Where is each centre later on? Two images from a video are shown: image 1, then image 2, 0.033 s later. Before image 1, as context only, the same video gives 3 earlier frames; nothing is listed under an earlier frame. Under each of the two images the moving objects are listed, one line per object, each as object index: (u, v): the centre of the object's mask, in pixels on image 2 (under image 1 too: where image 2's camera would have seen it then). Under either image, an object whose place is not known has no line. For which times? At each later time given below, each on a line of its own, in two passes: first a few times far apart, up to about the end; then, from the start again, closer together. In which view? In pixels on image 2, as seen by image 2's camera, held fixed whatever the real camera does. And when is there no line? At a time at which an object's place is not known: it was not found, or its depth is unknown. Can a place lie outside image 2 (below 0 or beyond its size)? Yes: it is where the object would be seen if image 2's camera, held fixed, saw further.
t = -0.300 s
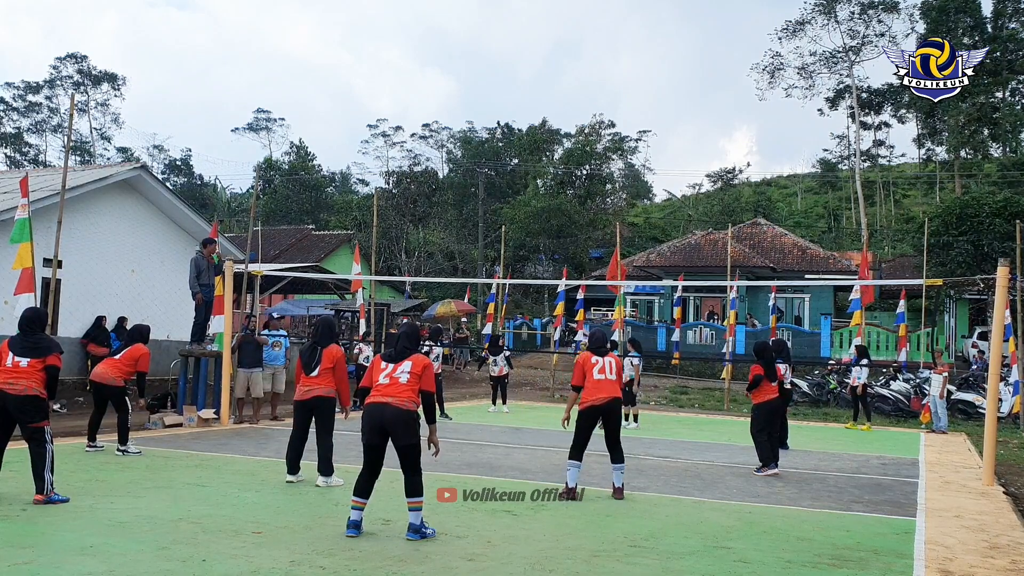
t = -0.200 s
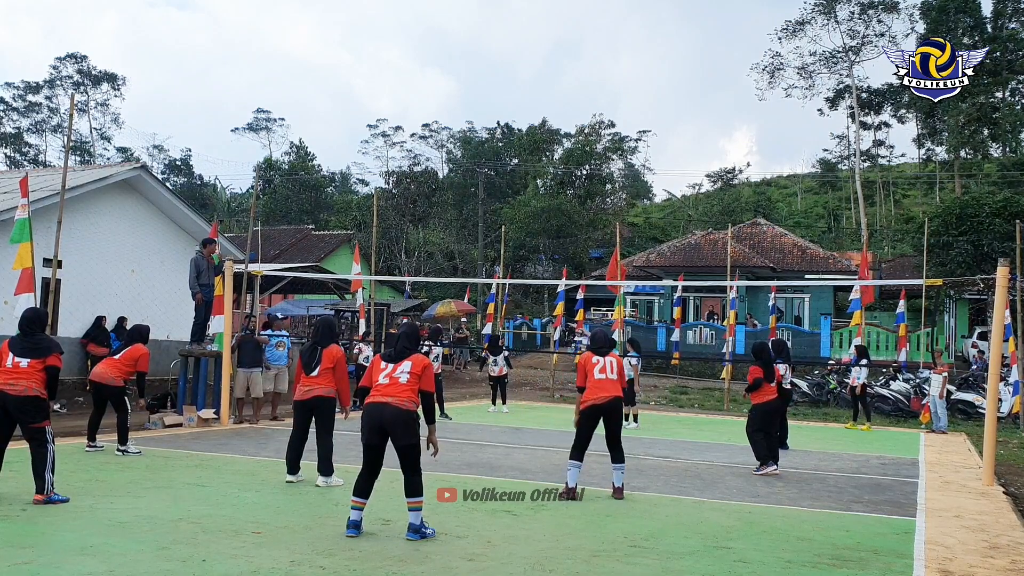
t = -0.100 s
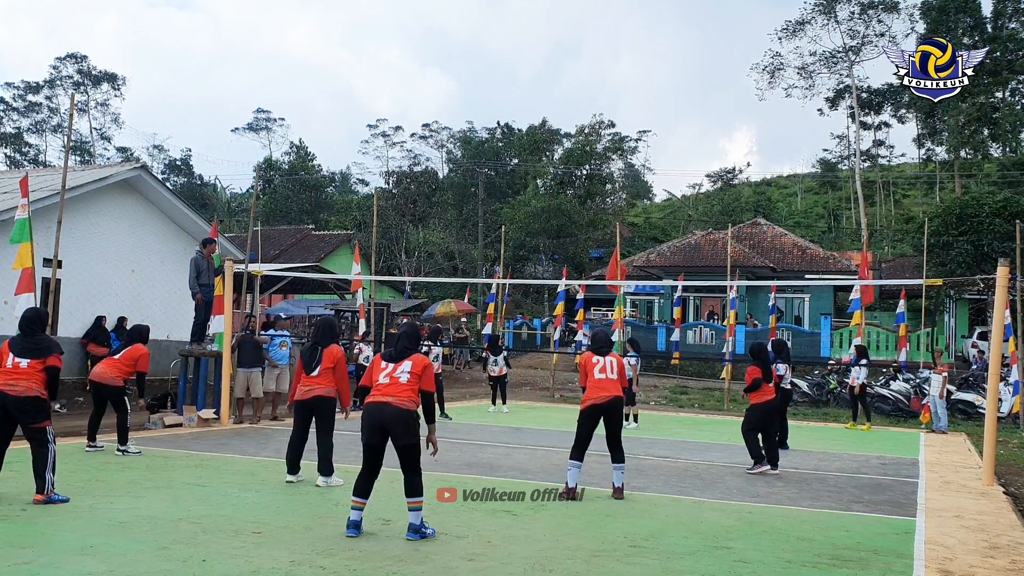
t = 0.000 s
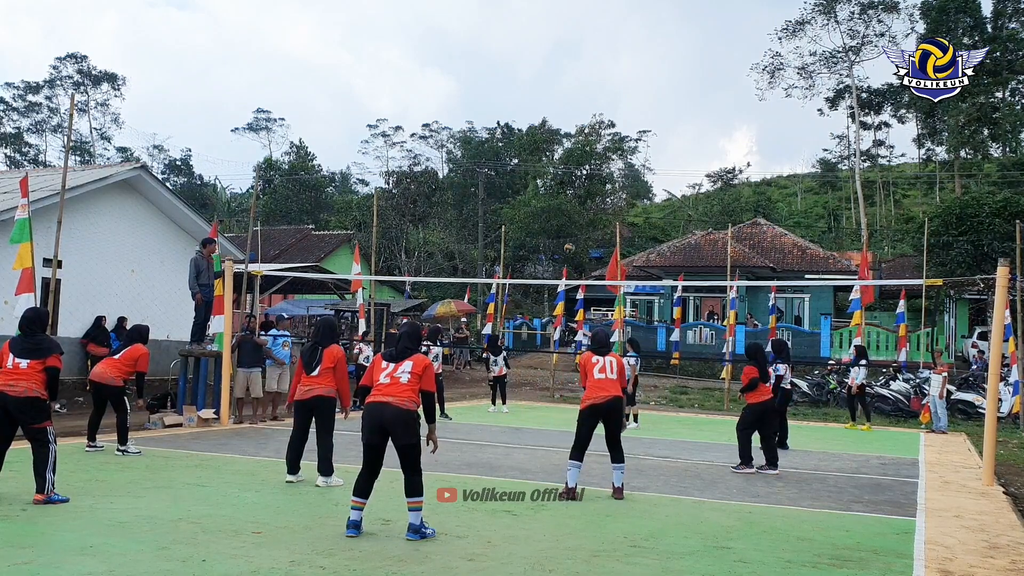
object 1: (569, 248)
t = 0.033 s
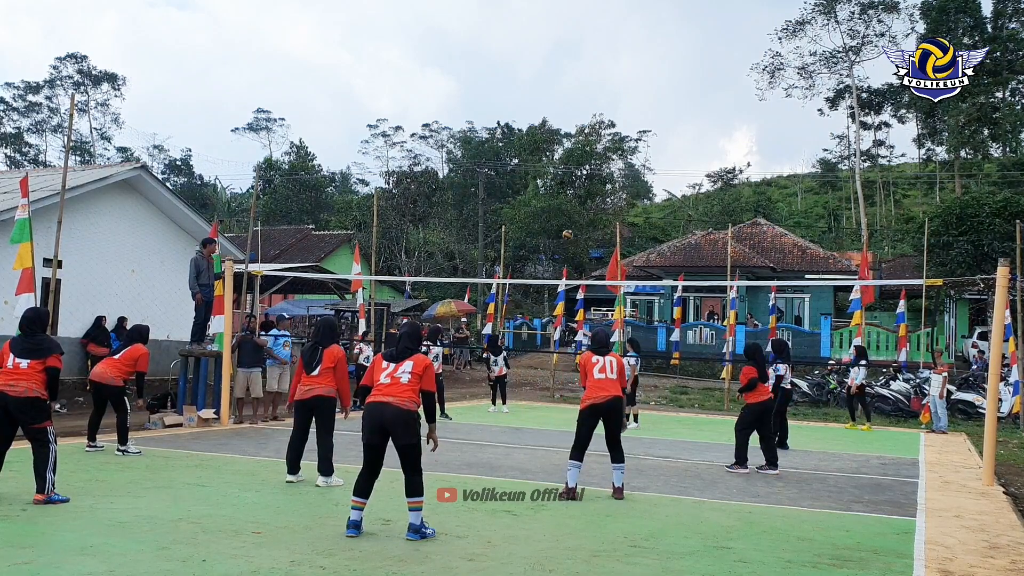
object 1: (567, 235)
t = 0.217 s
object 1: (557, 167)
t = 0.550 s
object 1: (523, 65)
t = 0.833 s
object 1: (482, 12)
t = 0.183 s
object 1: (558, 178)
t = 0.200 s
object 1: (557, 172)
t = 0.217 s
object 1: (557, 167)
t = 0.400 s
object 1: (540, 106)
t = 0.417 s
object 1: (538, 101)
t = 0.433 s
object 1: (536, 96)
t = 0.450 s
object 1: (534, 91)
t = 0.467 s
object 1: (533, 87)
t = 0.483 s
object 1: (531, 82)
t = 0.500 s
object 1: (529, 78)
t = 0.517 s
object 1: (527, 73)
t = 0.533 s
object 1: (525, 69)
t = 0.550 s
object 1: (523, 65)
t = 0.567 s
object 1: (521, 61)
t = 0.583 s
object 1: (519, 57)
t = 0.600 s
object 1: (517, 53)
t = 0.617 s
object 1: (515, 49)
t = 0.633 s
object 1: (512, 46)
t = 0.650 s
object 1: (510, 42)
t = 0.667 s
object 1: (508, 39)
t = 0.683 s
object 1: (505, 35)
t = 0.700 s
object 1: (503, 32)
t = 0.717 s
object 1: (501, 29)
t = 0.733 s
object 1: (498, 26)
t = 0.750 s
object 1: (496, 24)
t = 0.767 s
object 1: (493, 21)
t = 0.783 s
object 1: (490, 19)
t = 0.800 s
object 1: (488, 16)
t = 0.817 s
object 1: (485, 14)
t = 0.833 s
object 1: (482, 12)
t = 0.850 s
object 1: (480, 10)
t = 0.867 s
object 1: (477, 8)
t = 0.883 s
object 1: (474, 7)
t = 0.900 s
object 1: (471, 7)
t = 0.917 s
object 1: (468, 6)
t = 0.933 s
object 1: (465, 5)
